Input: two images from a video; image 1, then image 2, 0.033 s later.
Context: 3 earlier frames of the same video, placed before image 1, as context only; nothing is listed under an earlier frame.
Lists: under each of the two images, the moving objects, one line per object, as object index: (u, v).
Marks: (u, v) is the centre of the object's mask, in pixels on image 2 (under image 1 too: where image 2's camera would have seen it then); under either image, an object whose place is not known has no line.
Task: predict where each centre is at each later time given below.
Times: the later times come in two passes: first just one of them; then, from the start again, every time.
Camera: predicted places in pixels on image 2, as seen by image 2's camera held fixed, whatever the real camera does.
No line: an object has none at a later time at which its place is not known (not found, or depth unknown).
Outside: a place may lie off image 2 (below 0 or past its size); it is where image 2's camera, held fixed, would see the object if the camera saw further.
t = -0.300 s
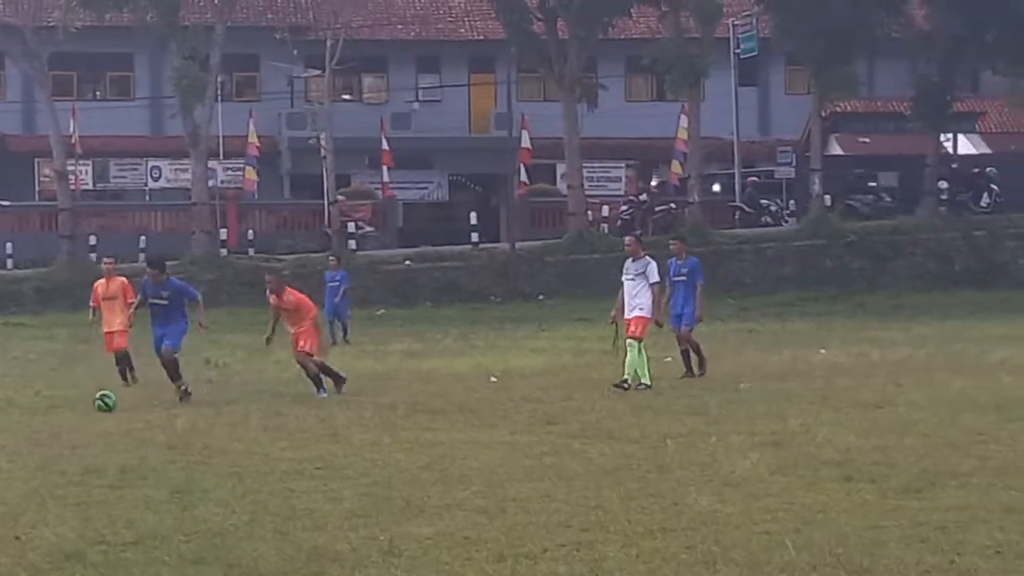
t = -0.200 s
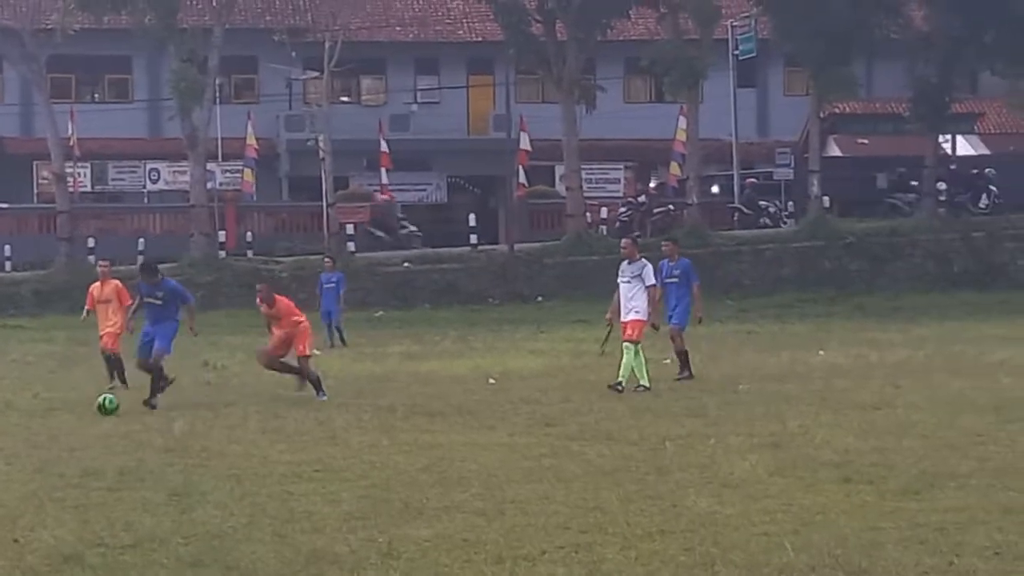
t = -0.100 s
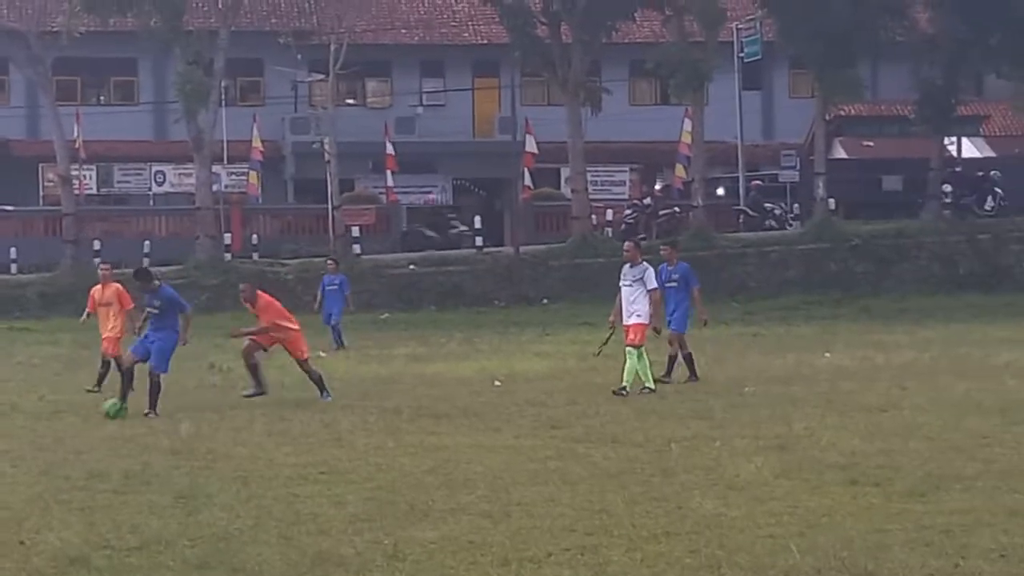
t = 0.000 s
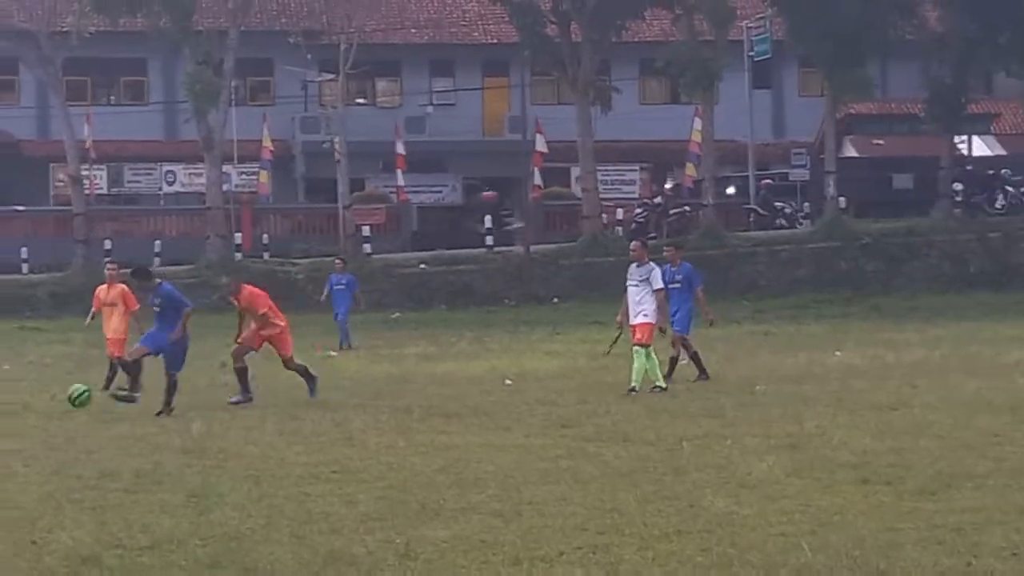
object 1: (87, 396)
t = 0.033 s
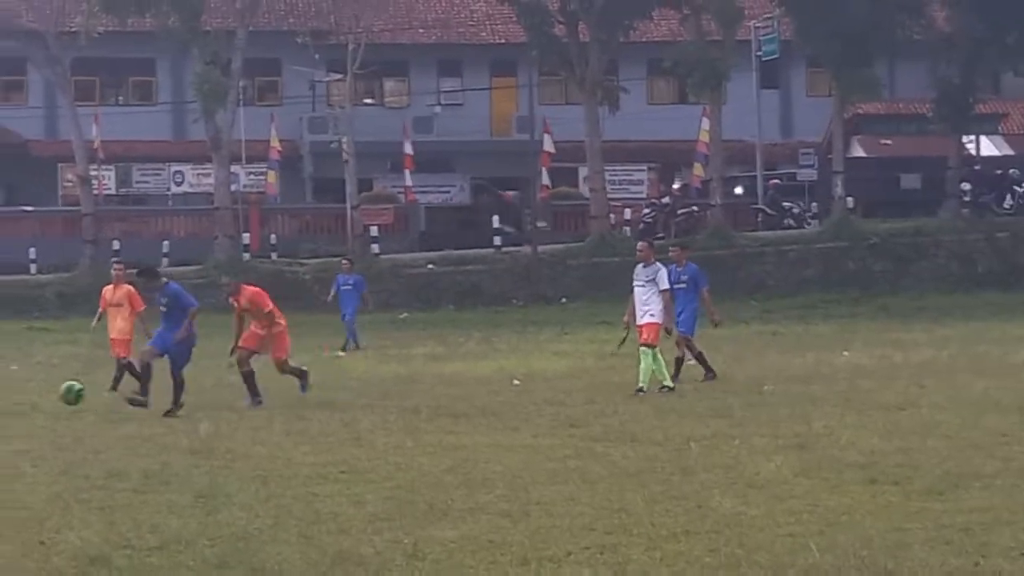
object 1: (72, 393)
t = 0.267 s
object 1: (-50, 407)
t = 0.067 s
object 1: (57, 390)
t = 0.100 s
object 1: (39, 389)
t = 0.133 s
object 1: (23, 389)
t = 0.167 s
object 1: (5, 392)
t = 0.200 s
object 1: (-12, 395)
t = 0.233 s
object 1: (-31, 400)
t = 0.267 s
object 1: (-50, 407)
